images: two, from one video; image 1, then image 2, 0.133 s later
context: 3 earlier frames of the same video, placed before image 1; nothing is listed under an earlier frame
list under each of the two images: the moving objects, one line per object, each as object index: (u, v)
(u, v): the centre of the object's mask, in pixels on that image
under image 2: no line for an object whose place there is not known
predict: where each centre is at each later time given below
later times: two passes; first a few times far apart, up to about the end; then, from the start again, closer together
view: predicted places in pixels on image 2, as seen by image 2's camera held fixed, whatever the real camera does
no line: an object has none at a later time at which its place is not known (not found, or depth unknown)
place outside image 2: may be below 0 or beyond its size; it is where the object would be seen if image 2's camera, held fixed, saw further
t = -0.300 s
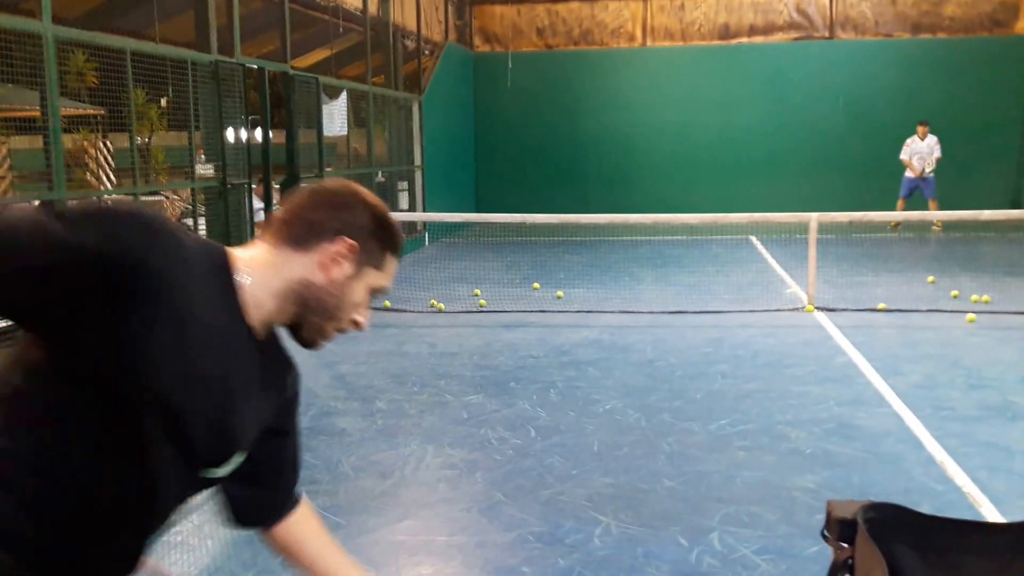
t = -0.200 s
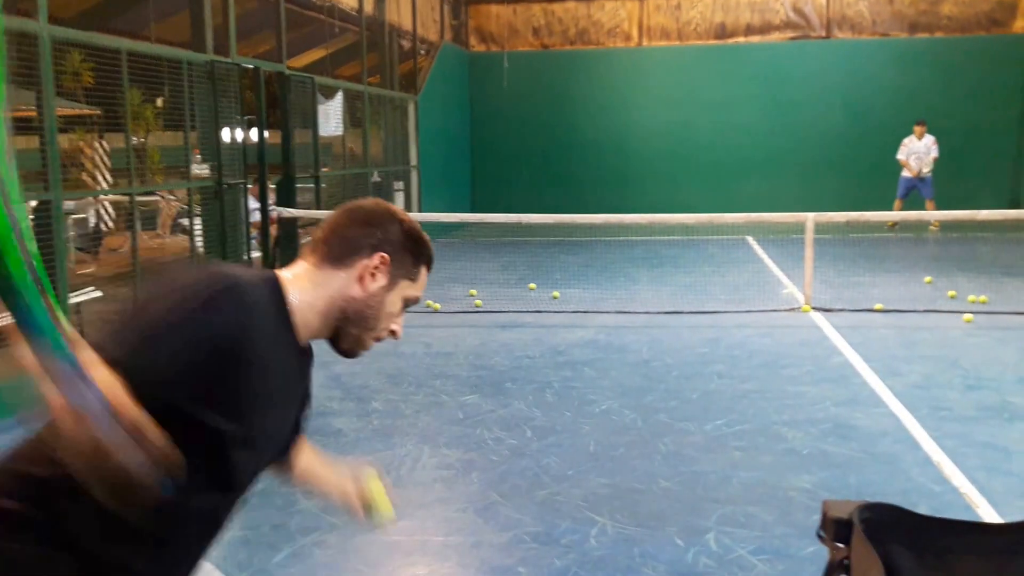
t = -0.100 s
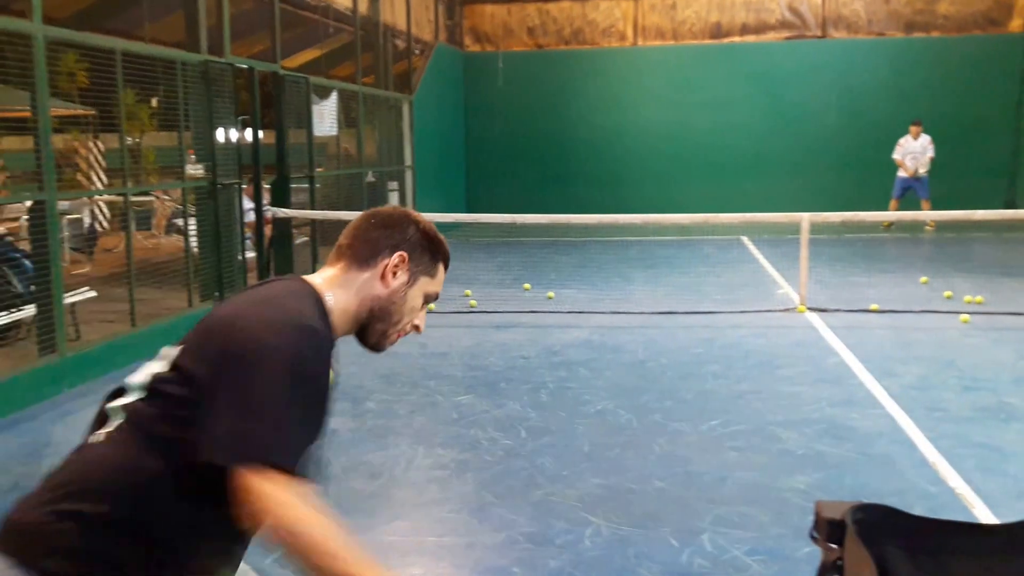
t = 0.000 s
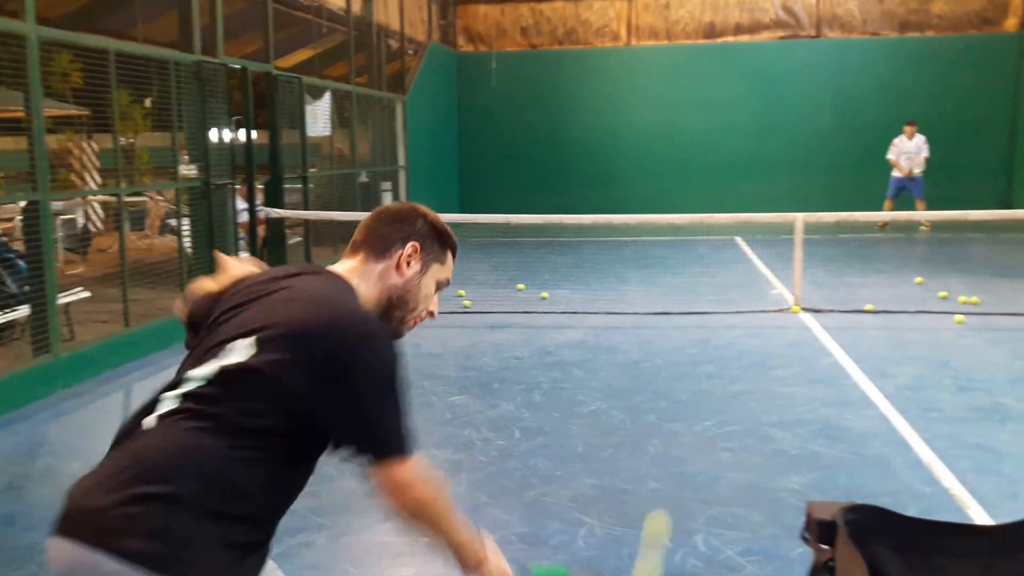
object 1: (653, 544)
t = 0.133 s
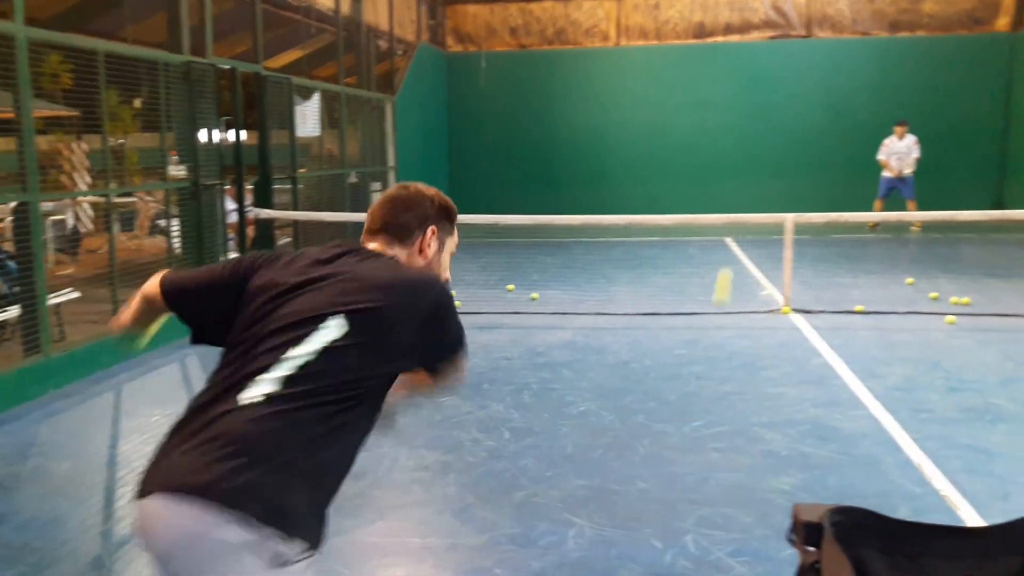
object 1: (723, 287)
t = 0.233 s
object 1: (754, 213)
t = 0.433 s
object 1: (788, 177)
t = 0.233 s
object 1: (754, 213)
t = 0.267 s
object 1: (761, 202)
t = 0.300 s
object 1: (767, 192)
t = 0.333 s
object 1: (774, 185)
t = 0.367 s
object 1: (779, 180)
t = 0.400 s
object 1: (784, 177)
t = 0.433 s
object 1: (788, 177)
